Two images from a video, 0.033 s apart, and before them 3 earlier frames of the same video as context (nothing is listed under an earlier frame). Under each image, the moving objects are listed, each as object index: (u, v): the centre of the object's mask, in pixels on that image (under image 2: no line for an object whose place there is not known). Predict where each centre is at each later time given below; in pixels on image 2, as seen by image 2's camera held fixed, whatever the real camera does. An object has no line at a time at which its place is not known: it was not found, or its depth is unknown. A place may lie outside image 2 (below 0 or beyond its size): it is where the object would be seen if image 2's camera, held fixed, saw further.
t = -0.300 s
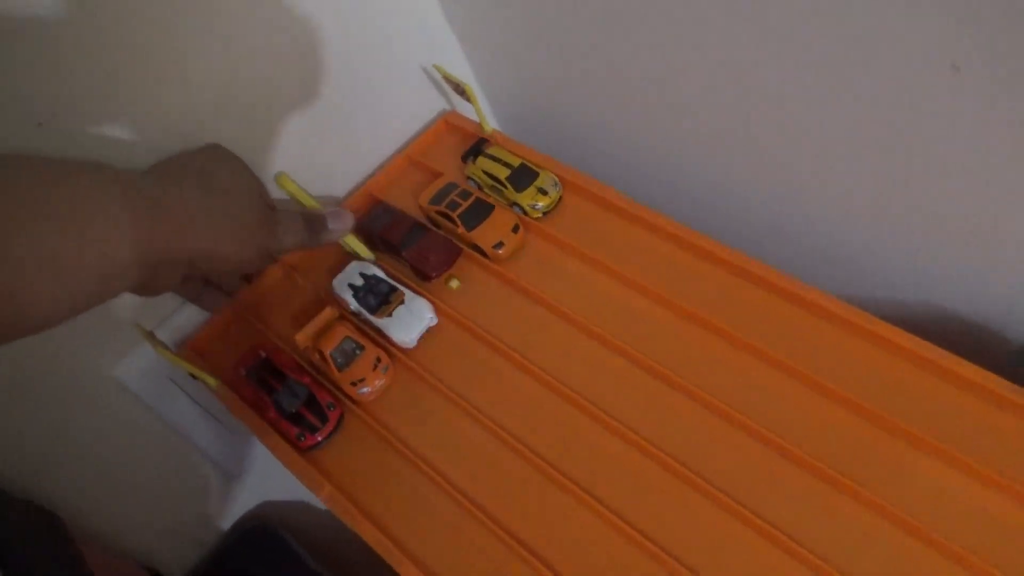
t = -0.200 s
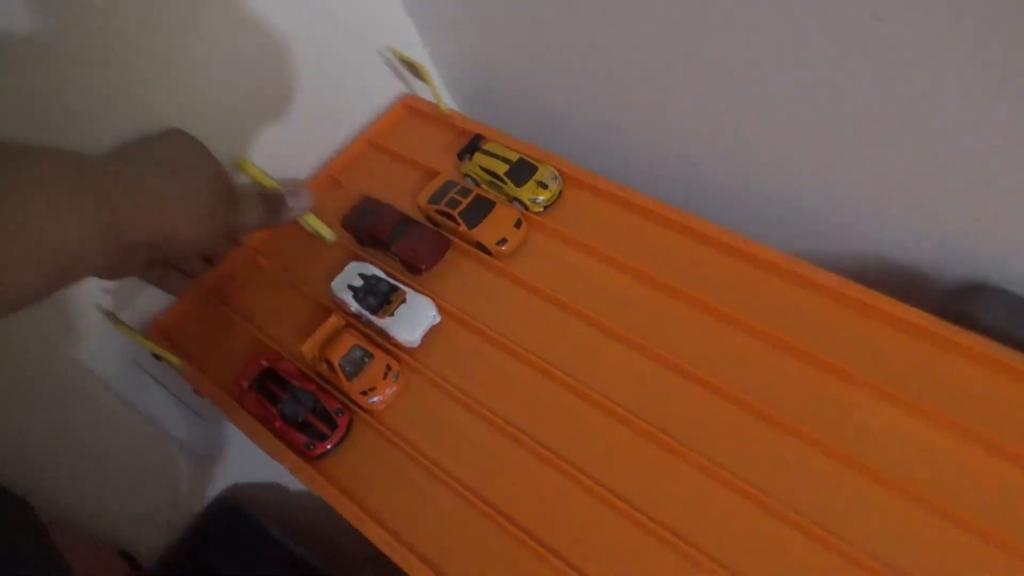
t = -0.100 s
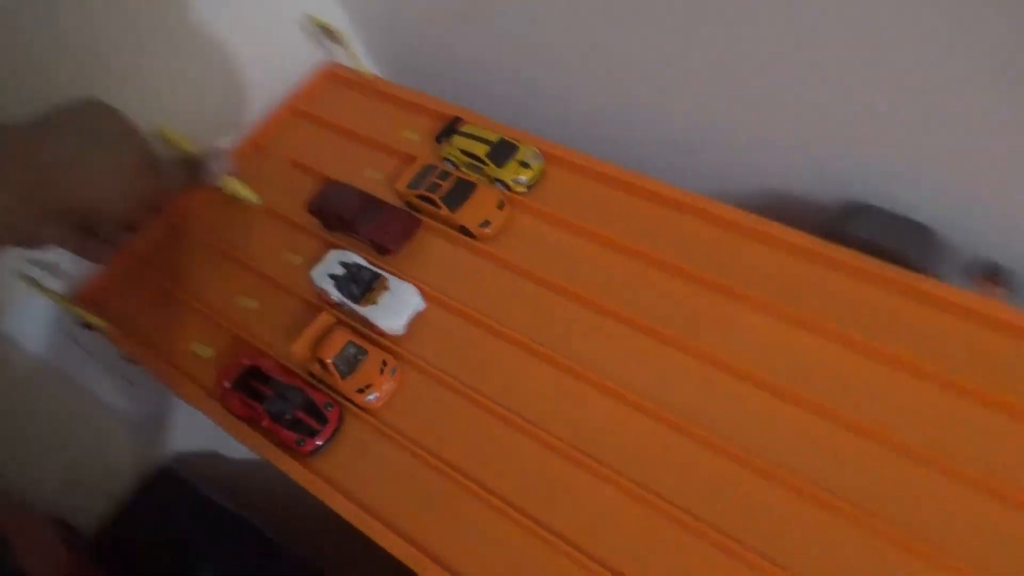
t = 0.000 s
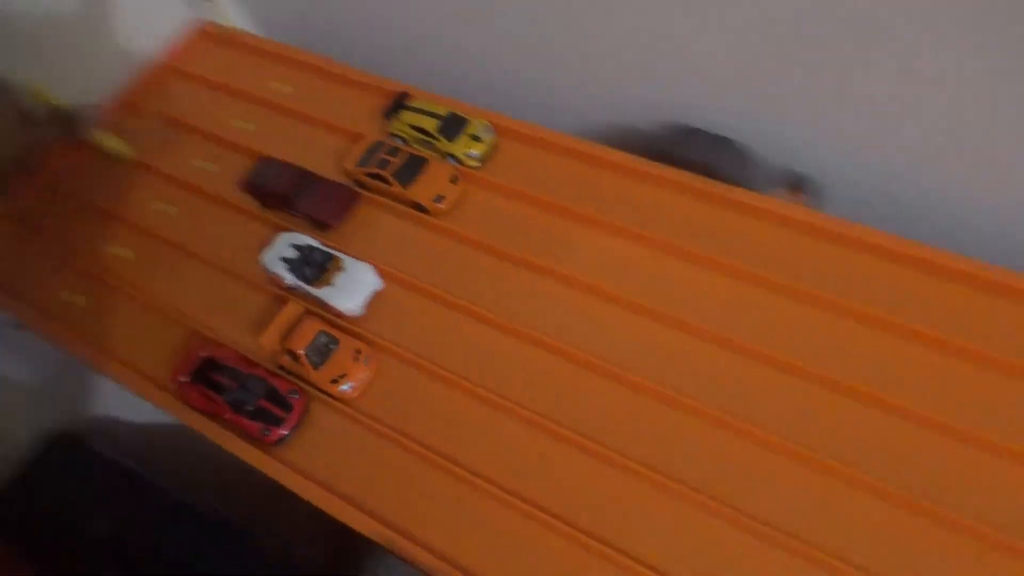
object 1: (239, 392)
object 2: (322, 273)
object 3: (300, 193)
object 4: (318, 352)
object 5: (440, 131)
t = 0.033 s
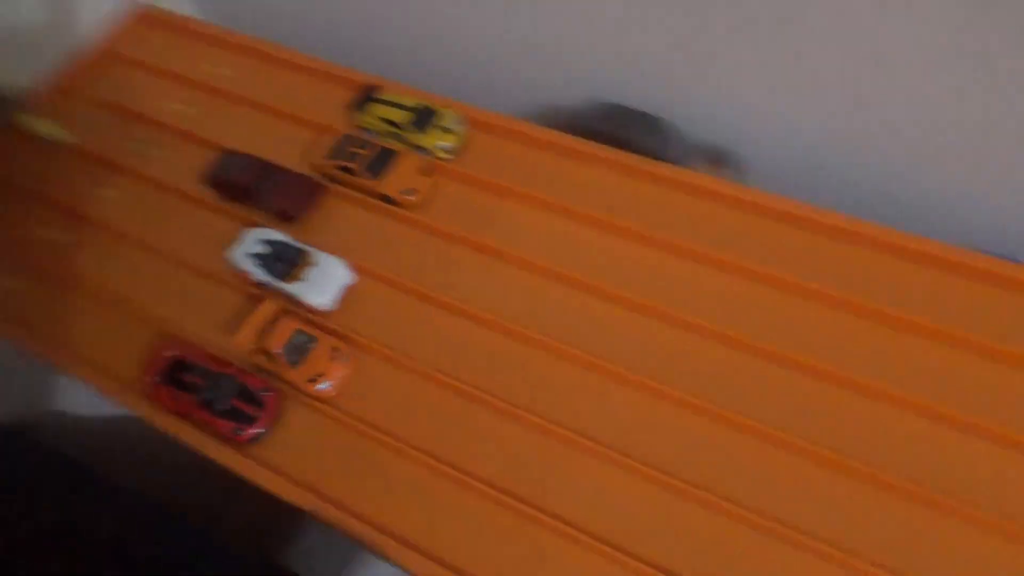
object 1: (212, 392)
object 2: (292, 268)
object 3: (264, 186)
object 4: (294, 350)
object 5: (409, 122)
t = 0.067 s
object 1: (211, 391)
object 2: (292, 267)
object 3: (259, 184)
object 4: (298, 353)
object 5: (409, 122)
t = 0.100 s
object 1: (211, 391)
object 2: (291, 268)
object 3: (254, 183)
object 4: (304, 355)
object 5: (408, 122)
